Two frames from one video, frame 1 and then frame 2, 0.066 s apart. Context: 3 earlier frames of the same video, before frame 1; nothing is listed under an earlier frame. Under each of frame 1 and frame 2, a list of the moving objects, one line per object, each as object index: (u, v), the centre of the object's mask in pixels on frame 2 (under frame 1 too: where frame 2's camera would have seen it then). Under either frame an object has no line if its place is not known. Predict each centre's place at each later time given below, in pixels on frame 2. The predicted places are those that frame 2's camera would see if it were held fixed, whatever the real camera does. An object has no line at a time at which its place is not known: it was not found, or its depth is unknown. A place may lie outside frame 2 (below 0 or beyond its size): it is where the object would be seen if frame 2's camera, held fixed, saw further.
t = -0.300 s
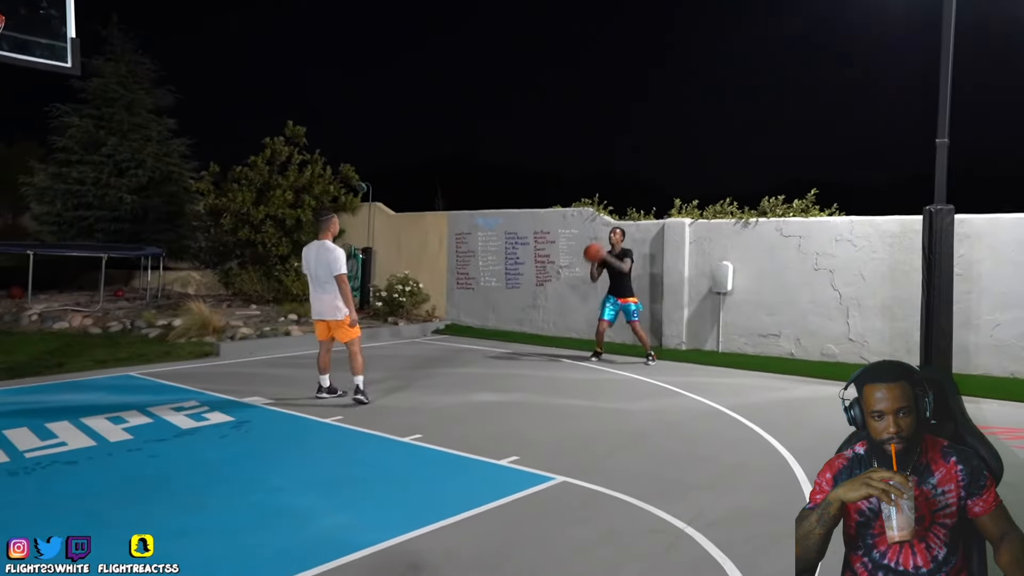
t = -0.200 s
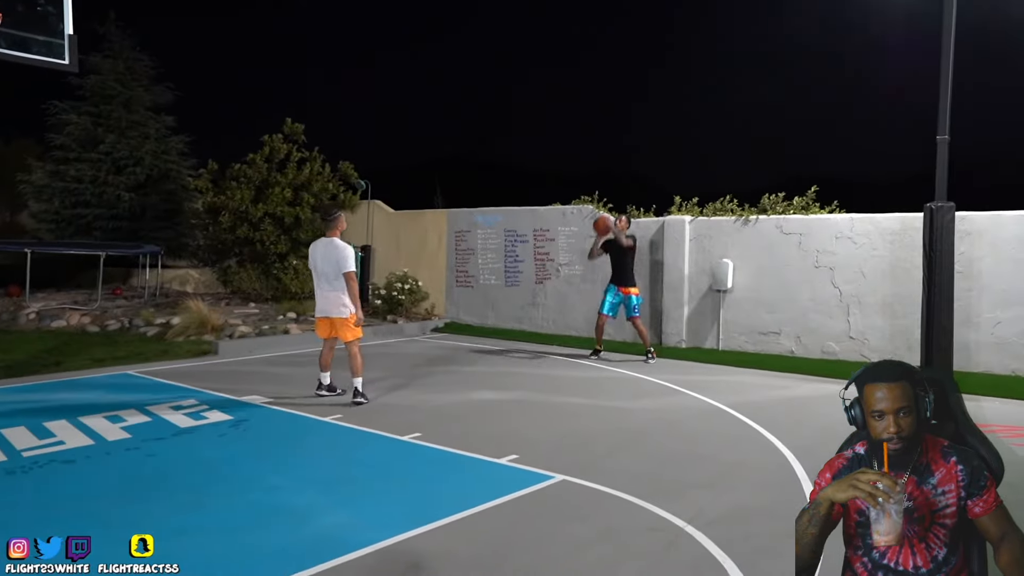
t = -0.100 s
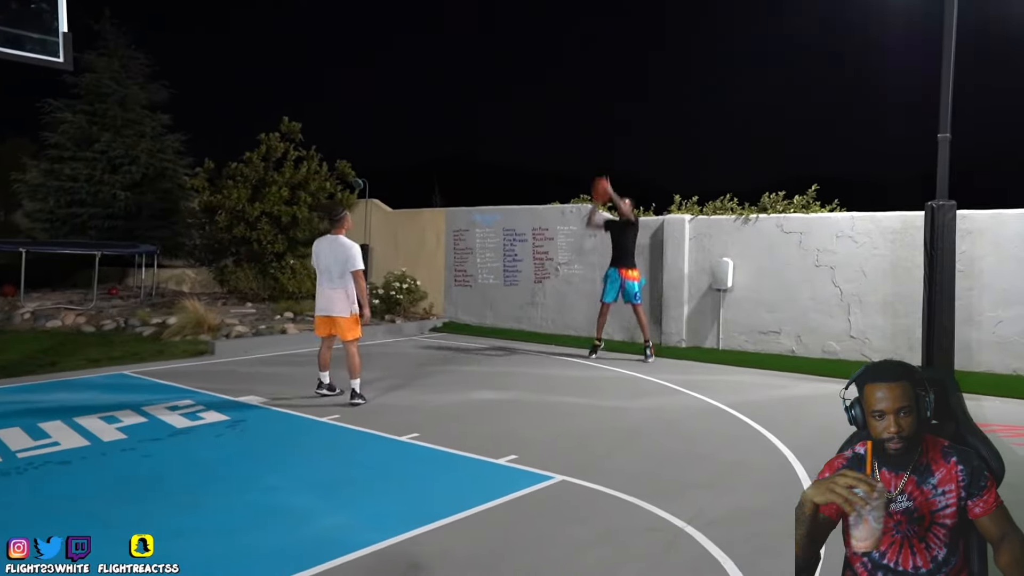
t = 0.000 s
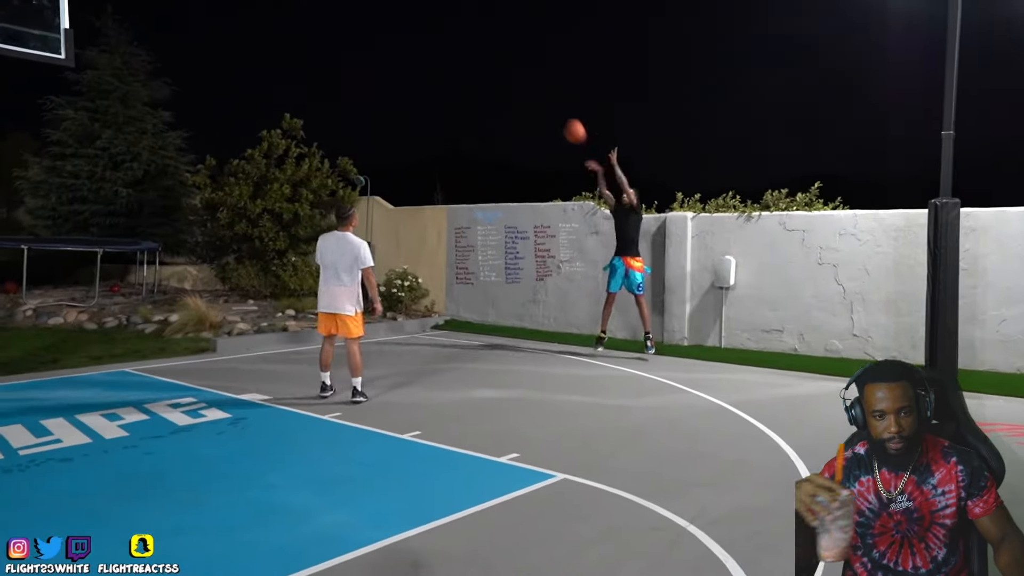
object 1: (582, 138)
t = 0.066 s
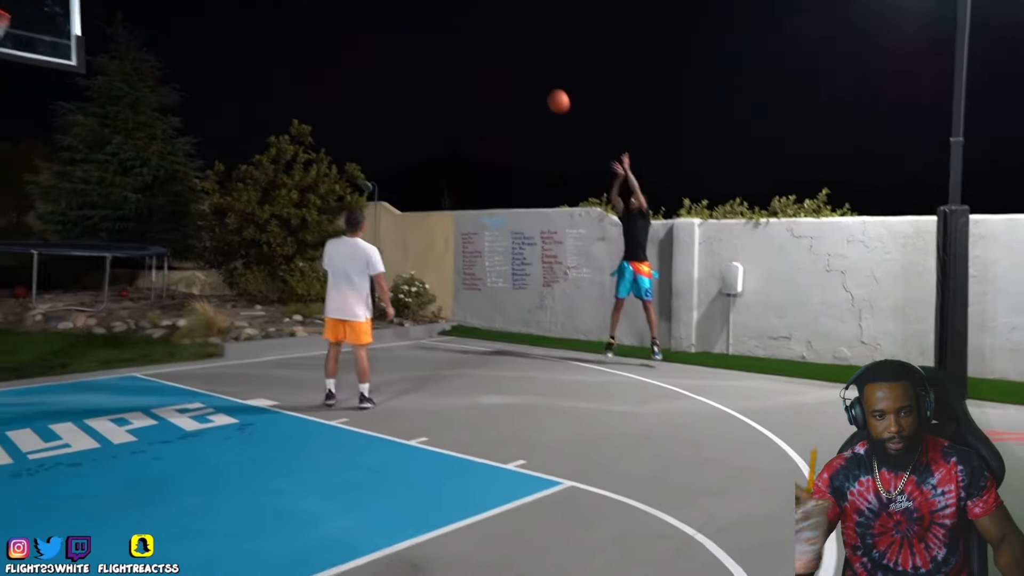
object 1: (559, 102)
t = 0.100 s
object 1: (547, 86)
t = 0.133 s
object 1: (535, 71)
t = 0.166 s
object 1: (523, 57)
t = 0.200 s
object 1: (511, 44)
